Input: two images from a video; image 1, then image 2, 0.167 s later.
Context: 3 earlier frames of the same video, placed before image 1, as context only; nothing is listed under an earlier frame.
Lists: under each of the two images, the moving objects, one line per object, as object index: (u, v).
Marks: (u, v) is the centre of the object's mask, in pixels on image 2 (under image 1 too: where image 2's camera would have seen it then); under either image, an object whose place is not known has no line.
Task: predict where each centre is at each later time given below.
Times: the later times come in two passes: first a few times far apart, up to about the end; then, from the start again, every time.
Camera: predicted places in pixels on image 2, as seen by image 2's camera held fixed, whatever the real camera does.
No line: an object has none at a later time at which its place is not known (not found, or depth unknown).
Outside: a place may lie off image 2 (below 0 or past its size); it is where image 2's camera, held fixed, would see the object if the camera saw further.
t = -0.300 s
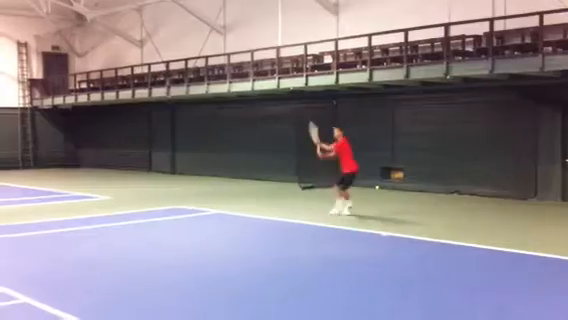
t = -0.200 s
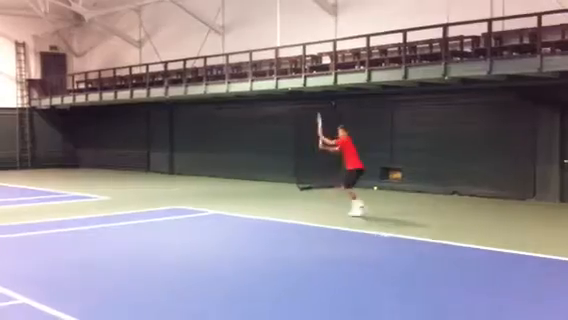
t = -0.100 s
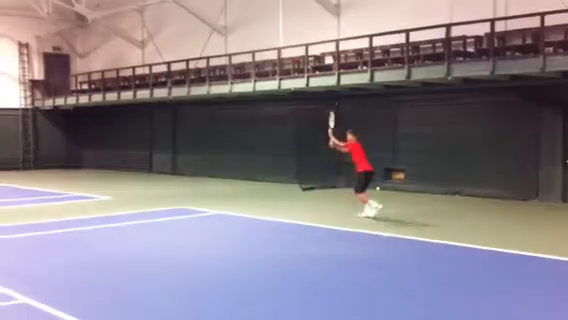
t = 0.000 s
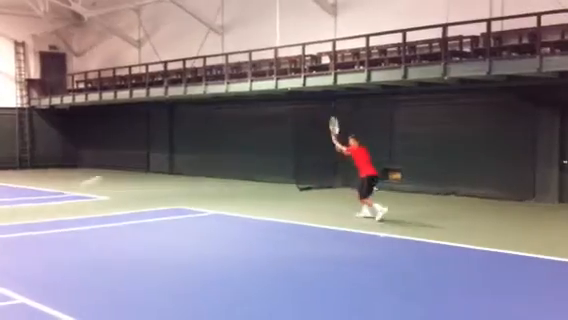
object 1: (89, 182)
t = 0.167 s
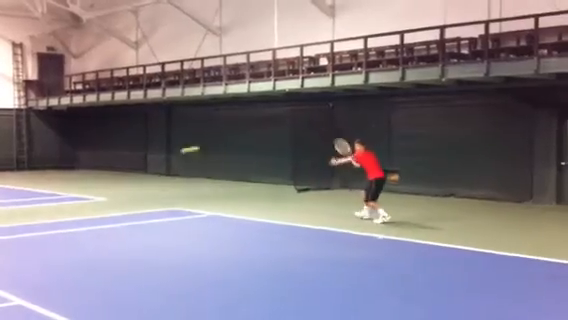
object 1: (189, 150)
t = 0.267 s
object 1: (237, 144)
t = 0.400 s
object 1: (288, 147)
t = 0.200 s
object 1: (206, 146)
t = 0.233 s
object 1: (222, 144)
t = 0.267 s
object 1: (237, 144)
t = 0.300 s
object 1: (250, 143)
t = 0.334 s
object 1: (264, 144)
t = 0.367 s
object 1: (276, 145)
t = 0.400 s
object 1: (288, 147)
